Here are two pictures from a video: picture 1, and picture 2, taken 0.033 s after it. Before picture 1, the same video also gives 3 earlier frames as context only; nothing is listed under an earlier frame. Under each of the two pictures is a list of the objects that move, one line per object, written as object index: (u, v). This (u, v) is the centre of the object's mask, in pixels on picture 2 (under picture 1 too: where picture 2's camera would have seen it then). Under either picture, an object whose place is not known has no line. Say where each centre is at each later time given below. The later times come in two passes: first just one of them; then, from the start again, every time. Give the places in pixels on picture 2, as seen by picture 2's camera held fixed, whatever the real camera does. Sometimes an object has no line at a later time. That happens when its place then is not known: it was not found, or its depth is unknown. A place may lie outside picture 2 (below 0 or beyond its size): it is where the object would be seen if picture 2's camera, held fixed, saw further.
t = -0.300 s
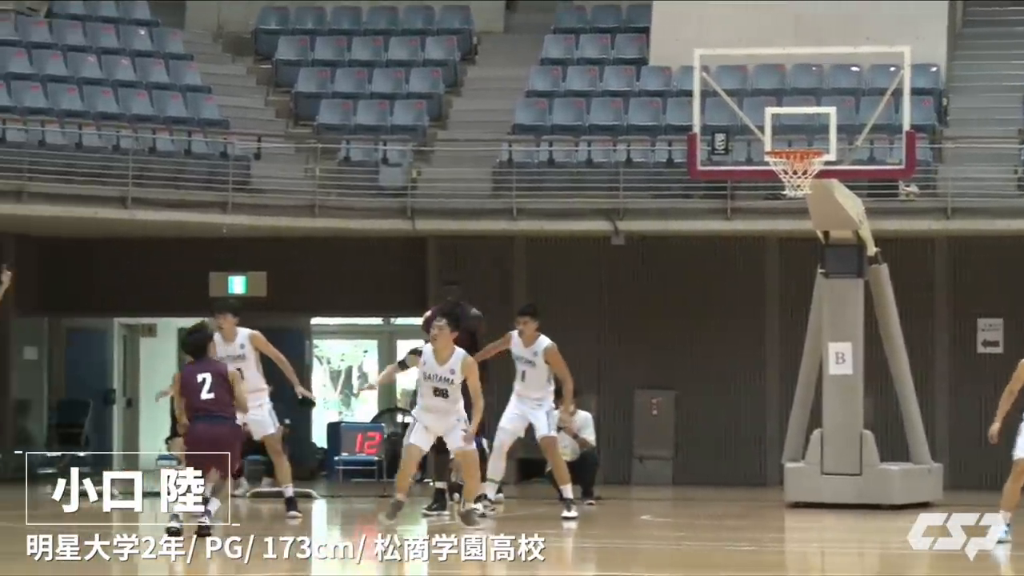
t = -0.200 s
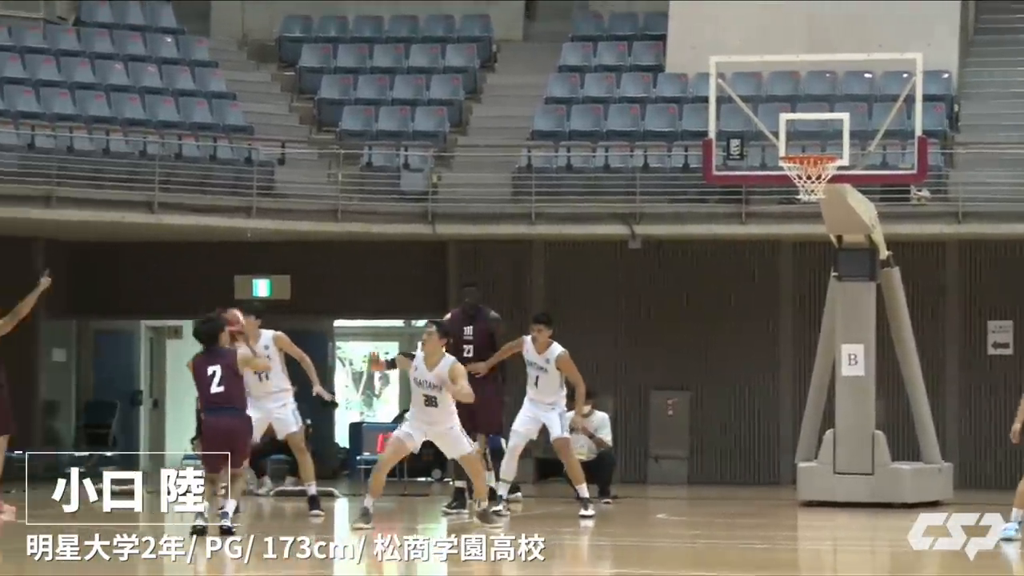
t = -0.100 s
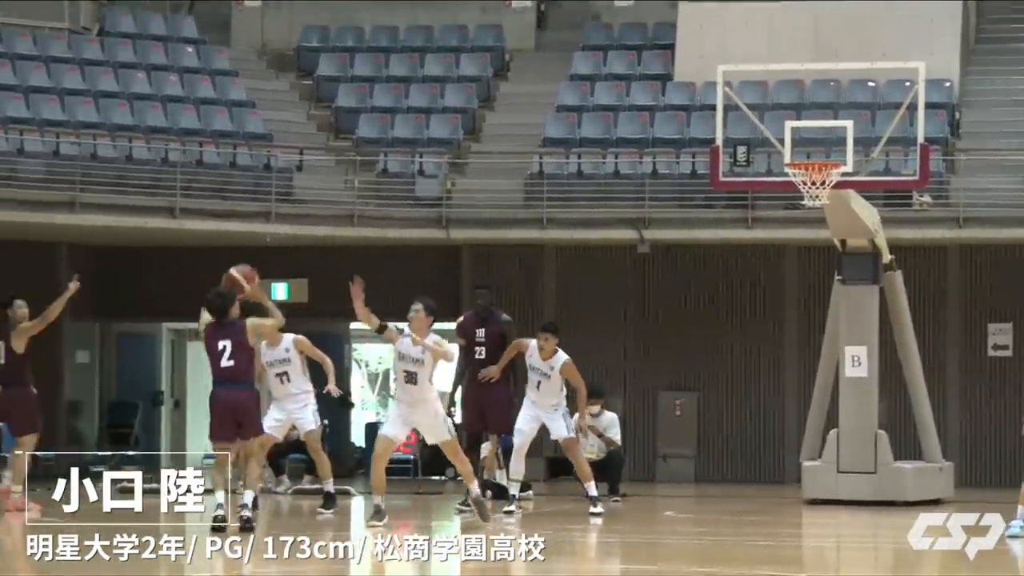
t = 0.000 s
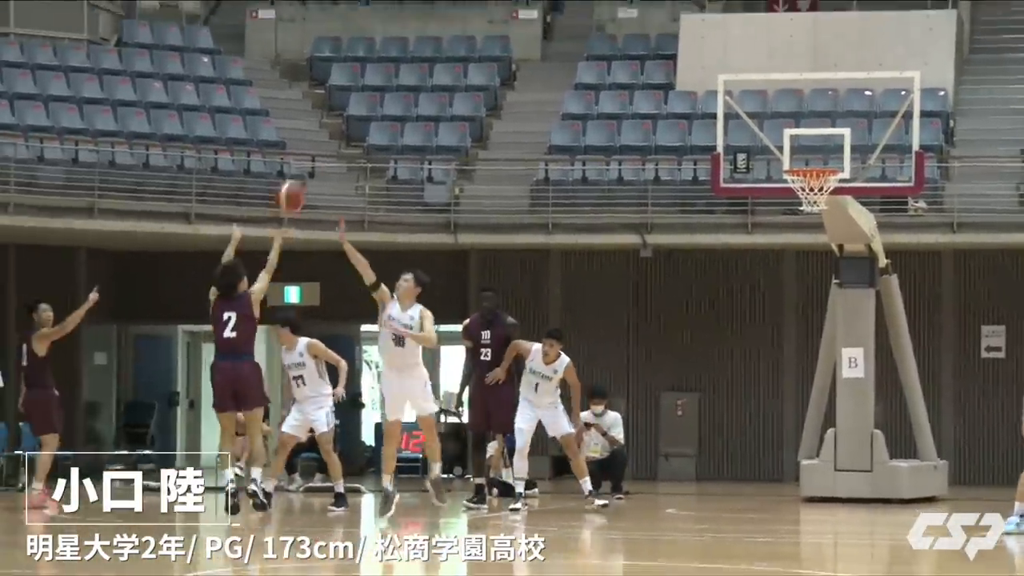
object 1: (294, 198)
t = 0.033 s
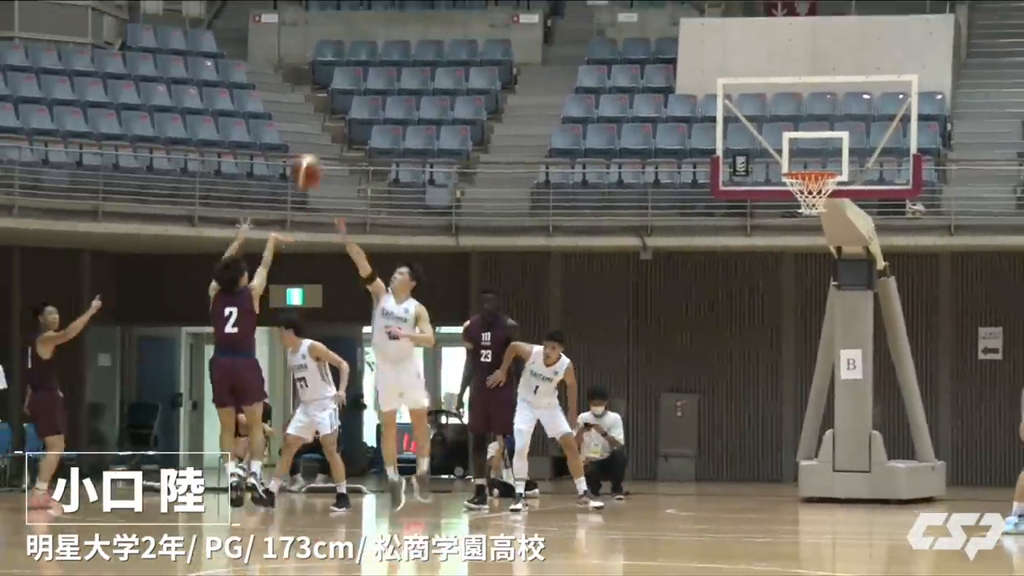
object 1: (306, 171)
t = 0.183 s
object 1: (377, 62)
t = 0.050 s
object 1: (315, 158)
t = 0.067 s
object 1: (322, 145)
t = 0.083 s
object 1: (331, 131)
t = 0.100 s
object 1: (338, 120)
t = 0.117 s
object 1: (346, 106)
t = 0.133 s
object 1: (354, 95)
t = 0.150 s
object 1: (361, 83)
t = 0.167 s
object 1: (370, 73)
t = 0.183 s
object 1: (377, 62)
